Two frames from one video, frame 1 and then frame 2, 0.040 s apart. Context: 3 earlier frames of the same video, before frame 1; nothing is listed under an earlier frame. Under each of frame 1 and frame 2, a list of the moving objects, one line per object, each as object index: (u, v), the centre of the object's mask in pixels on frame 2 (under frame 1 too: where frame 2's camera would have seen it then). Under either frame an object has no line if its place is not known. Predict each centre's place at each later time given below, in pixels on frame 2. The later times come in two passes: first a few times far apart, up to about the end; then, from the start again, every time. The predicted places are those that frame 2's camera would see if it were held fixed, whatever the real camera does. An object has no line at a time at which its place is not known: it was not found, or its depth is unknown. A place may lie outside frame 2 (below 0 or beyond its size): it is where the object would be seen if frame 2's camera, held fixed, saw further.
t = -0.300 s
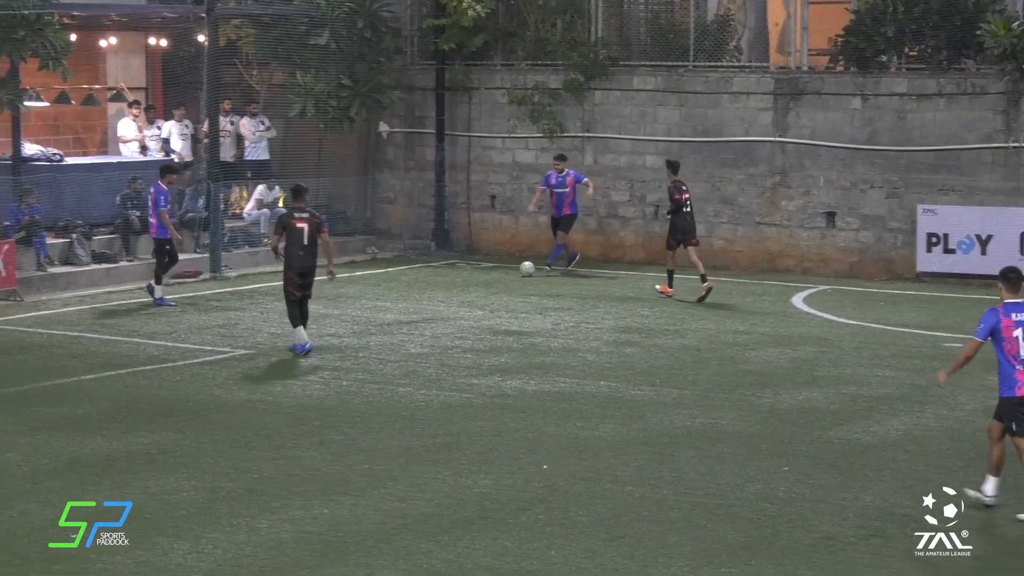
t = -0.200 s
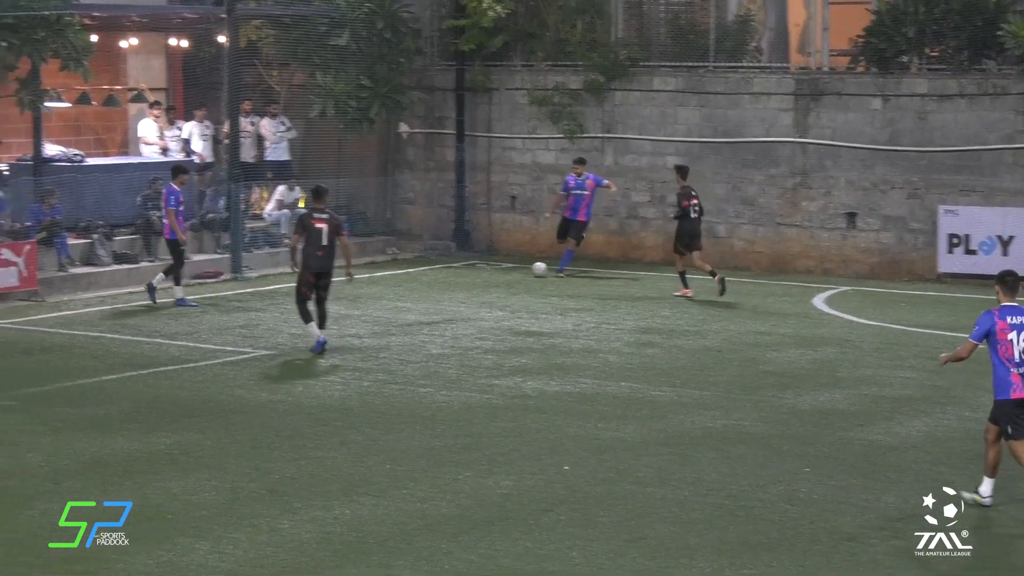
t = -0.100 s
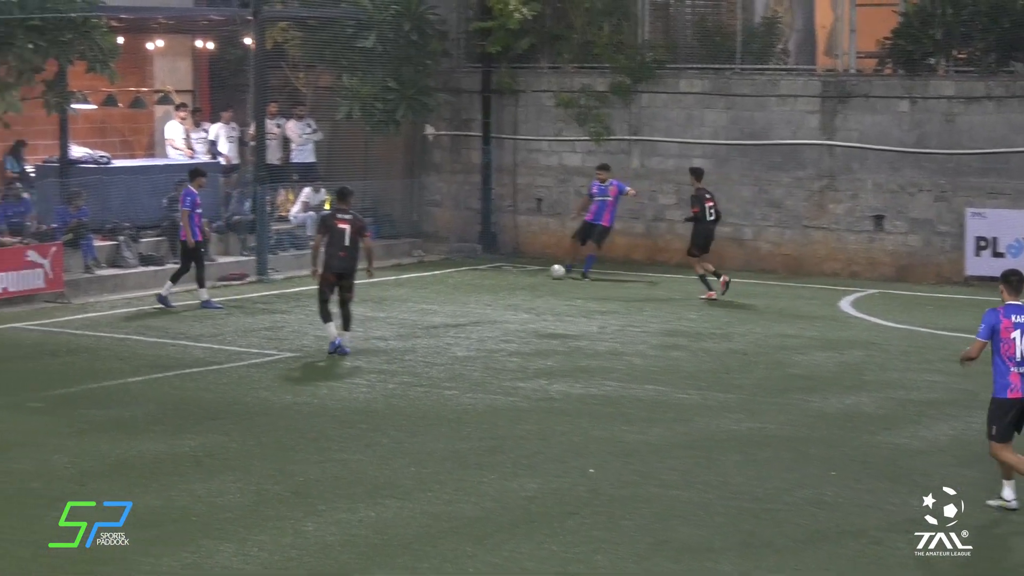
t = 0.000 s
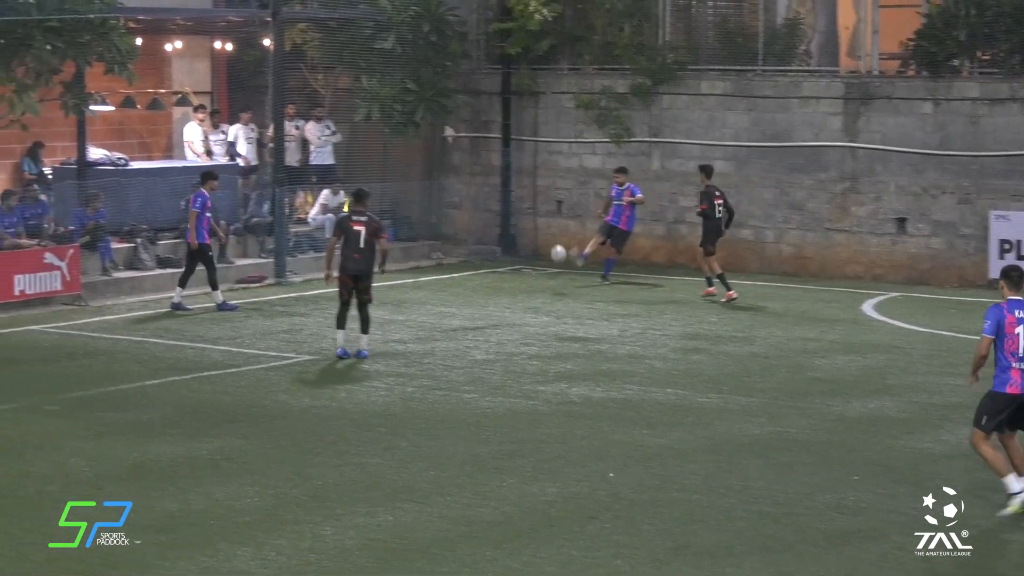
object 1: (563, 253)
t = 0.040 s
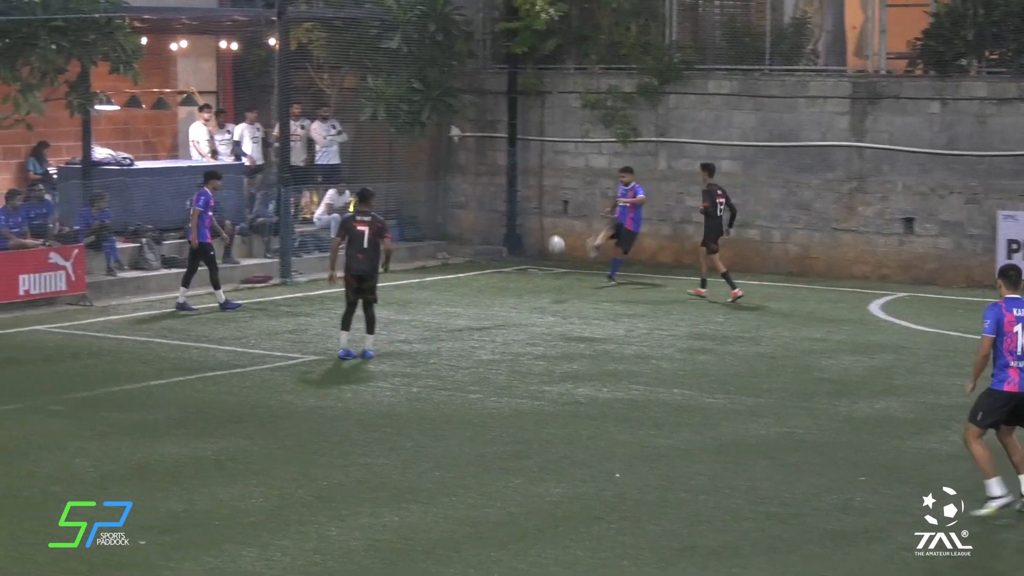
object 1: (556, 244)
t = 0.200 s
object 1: (525, 214)
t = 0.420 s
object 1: (483, 195)
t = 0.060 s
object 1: (553, 239)
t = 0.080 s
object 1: (549, 236)
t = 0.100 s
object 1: (545, 230)
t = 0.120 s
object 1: (542, 228)
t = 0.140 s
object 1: (538, 223)
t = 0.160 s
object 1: (534, 220)
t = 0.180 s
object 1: (530, 217)
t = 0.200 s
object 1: (525, 214)
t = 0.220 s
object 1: (522, 212)
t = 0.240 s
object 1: (518, 210)
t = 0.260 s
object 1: (514, 207)
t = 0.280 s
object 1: (510, 205)
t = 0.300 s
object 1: (506, 203)
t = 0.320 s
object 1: (502, 201)
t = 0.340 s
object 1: (498, 199)
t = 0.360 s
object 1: (495, 198)
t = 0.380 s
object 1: (491, 197)
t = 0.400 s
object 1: (487, 195)
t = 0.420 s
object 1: (483, 195)
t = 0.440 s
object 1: (479, 195)
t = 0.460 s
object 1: (476, 195)
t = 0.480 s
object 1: (471, 195)
